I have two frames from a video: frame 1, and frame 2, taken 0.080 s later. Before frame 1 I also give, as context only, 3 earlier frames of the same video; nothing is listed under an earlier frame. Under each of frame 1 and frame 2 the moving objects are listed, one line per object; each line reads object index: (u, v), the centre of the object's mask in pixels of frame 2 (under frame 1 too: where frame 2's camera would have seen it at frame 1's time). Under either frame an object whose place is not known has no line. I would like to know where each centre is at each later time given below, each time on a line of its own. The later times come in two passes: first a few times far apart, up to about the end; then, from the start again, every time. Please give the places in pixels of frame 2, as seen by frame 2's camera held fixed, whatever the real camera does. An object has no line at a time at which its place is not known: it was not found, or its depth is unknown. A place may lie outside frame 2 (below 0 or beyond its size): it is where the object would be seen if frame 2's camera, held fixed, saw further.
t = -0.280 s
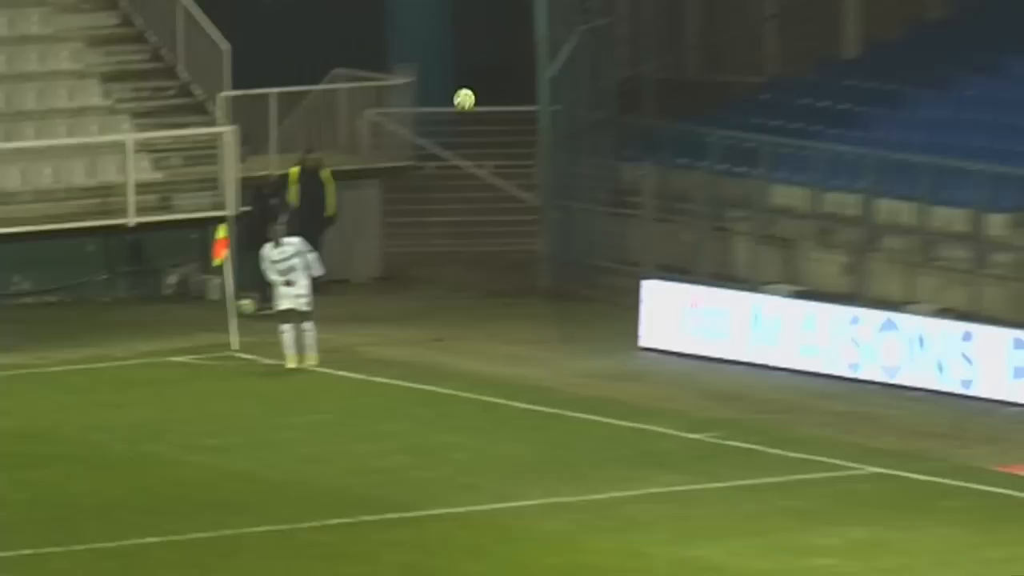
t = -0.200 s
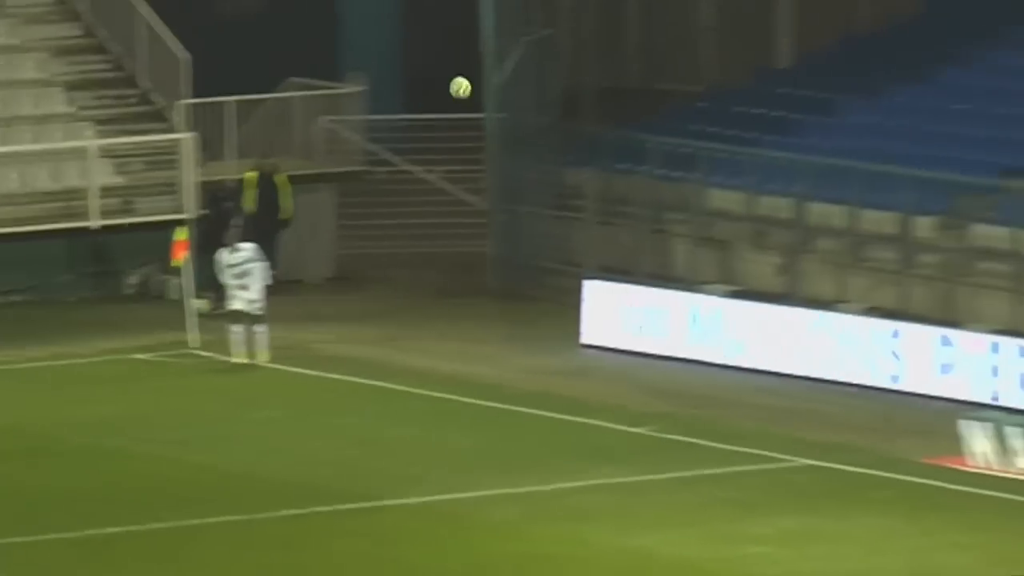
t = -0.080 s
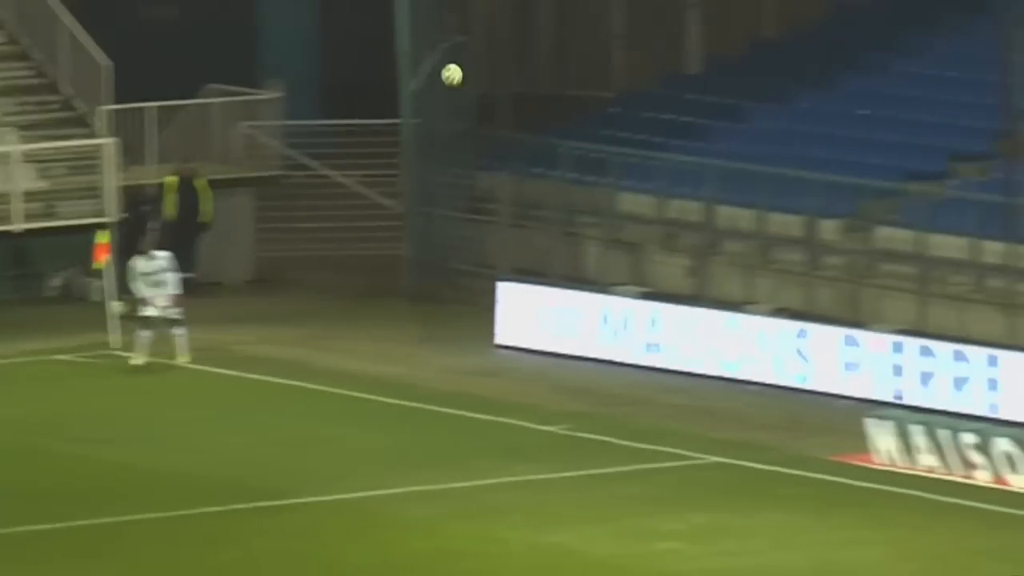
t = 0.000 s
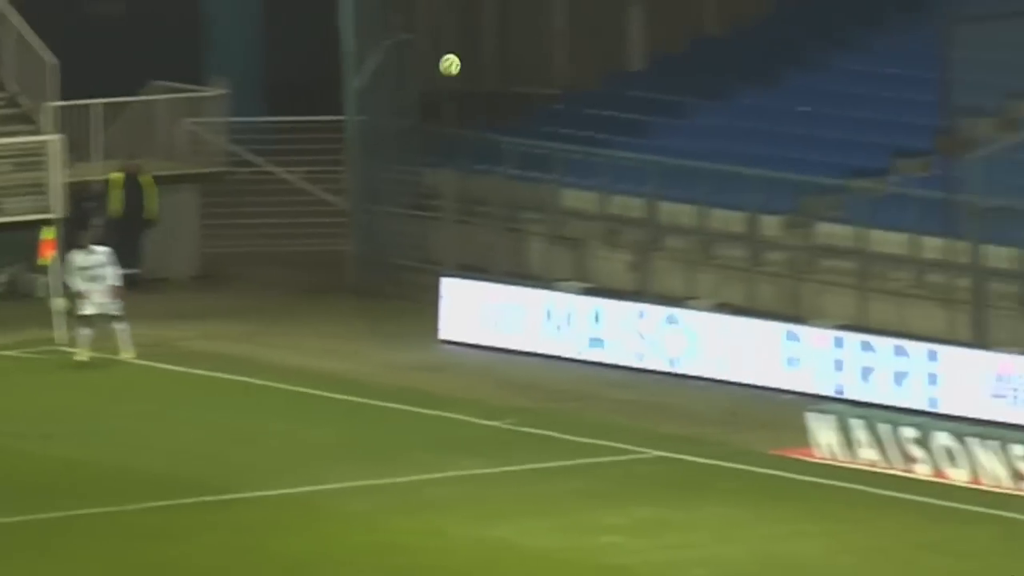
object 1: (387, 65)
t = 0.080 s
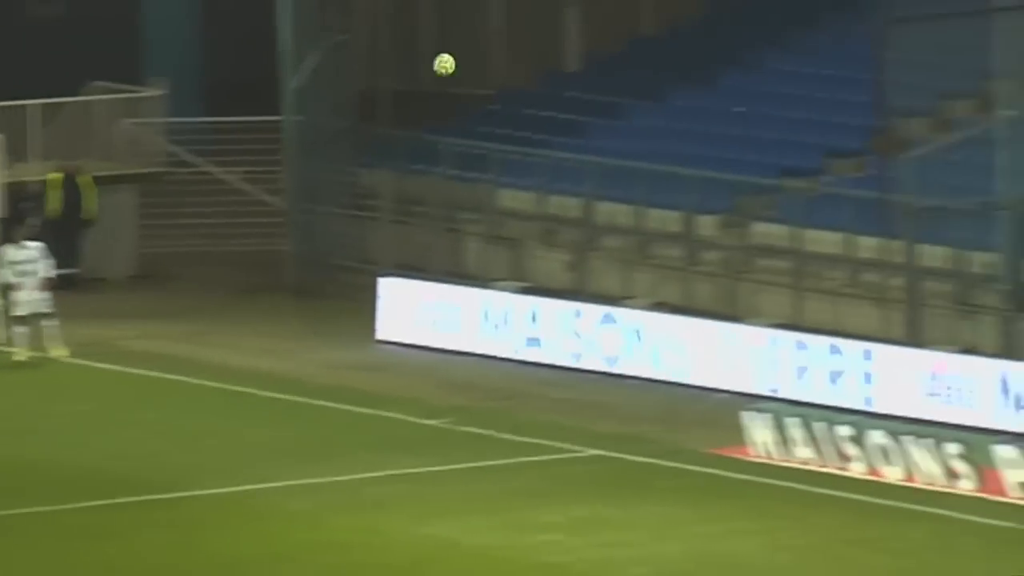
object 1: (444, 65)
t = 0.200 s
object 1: (534, 72)
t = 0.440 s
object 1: (732, 126)
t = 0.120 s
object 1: (473, 66)
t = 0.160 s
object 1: (503, 68)
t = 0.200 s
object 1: (534, 72)
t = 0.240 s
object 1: (566, 77)
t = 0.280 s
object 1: (598, 84)
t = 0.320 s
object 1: (630, 92)
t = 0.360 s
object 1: (664, 102)
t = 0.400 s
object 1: (698, 113)
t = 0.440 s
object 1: (732, 126)
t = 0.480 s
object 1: (768, 141)
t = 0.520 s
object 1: (804, 158)
